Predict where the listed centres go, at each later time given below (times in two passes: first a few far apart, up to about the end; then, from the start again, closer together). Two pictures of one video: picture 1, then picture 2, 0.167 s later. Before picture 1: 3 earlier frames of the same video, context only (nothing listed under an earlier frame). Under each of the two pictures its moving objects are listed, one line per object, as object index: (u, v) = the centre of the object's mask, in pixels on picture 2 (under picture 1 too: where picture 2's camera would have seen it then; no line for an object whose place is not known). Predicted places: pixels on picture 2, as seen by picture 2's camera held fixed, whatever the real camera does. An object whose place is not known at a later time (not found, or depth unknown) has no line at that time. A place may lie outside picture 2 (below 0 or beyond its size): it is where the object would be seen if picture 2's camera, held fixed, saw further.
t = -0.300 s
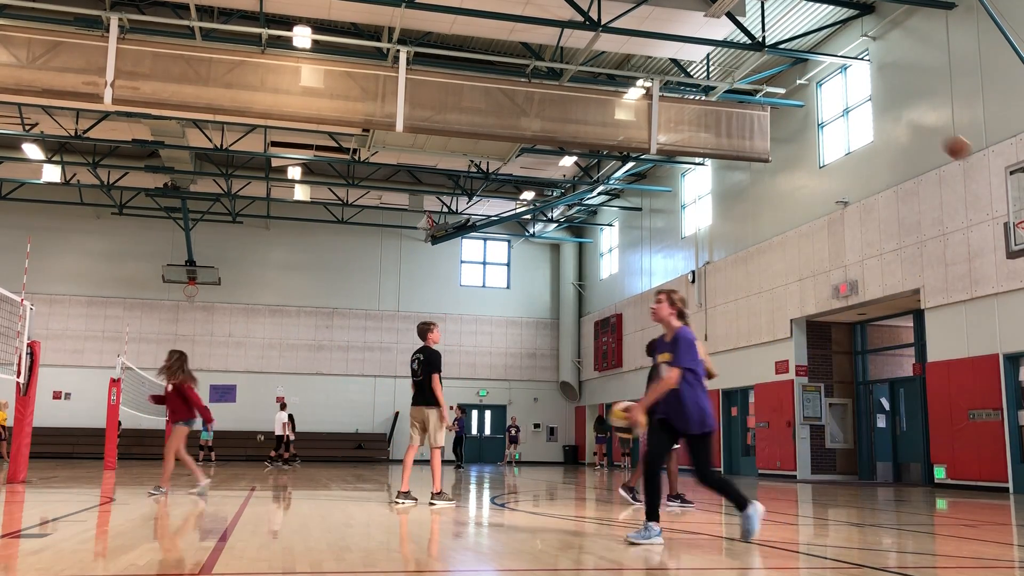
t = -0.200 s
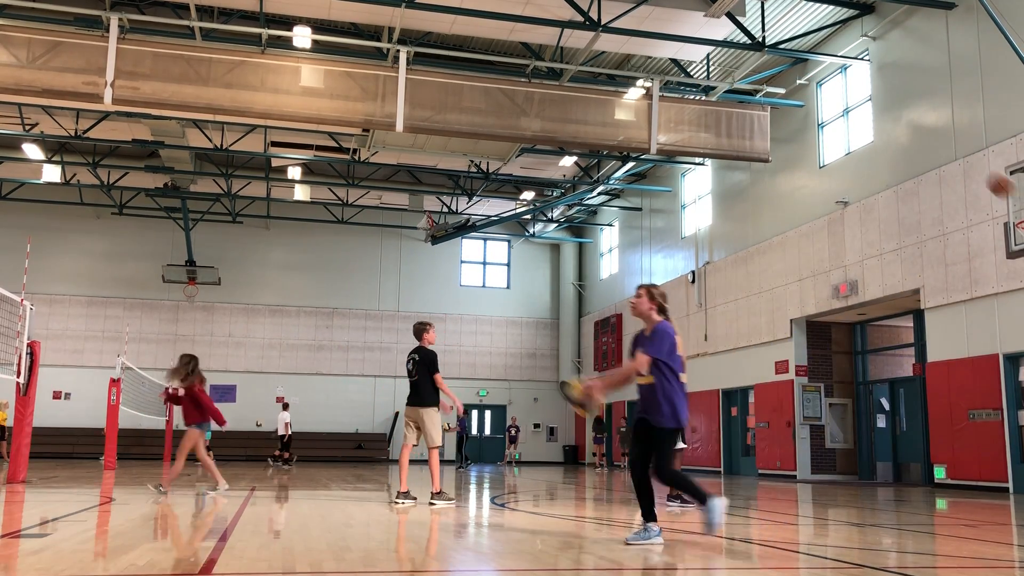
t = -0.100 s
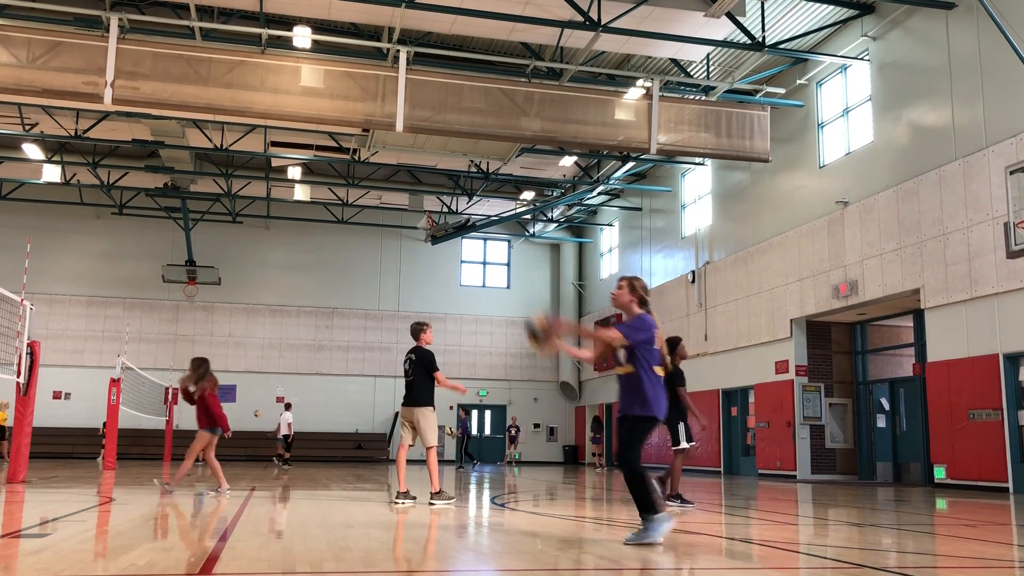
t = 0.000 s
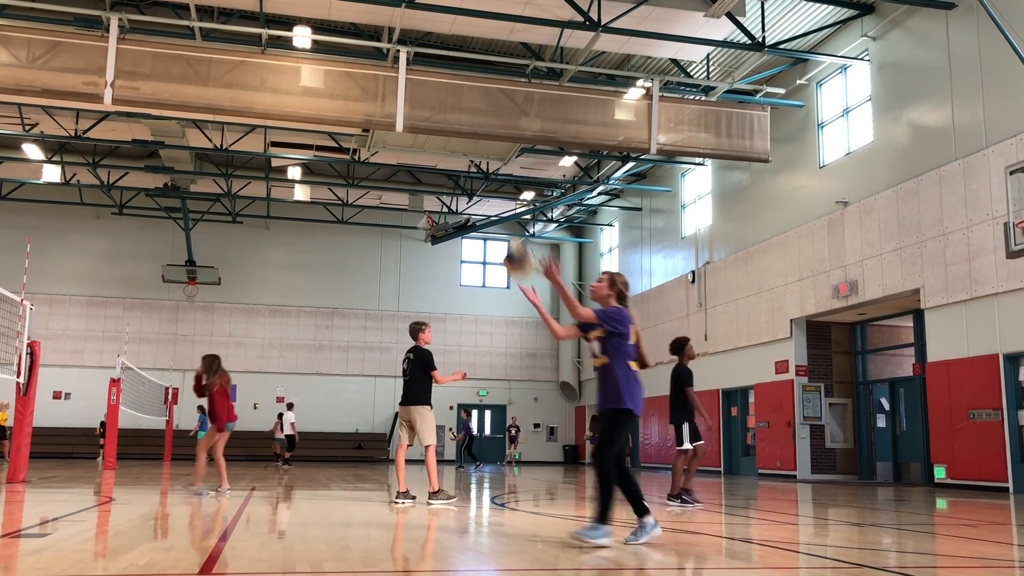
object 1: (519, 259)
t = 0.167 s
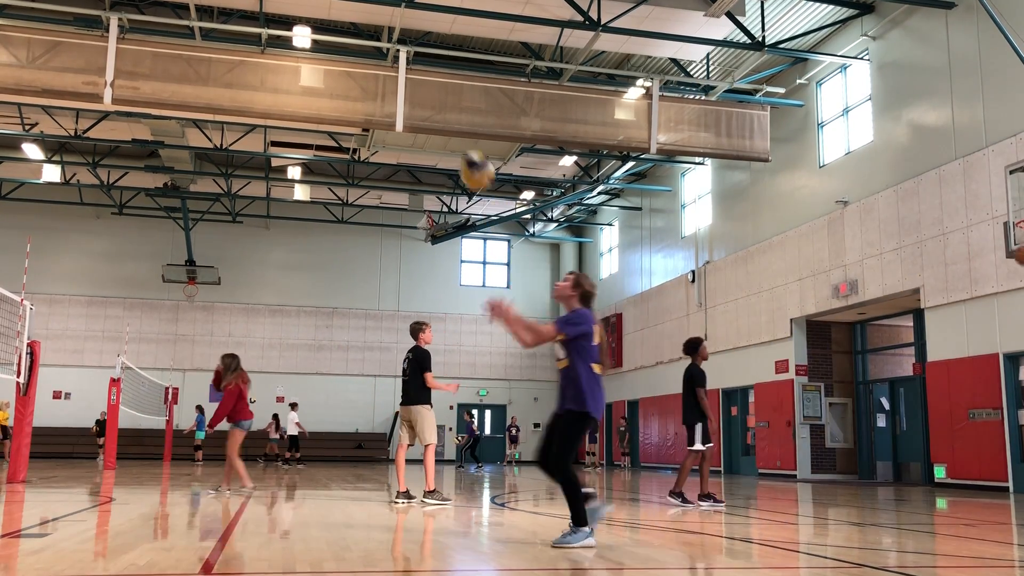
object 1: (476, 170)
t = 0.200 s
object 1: (469, 159)
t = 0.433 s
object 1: (413, 121)
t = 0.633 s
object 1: (359, 161)
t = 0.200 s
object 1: (469, 159)
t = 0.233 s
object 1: (461, 148)
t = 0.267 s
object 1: (453, 139)
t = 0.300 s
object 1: (445, 132)
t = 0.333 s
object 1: (437, 126)
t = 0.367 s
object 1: (429, 123)
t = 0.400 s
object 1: (421, 121)
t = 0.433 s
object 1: (413, 121)
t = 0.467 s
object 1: (404, 123)
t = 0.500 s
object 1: (395, 127)
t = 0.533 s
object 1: (386, 132)
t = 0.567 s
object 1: (378, 139)
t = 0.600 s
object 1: (368, 149)
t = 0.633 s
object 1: (359, 161)
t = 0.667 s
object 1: (350, 172)
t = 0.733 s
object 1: (332, 203)
